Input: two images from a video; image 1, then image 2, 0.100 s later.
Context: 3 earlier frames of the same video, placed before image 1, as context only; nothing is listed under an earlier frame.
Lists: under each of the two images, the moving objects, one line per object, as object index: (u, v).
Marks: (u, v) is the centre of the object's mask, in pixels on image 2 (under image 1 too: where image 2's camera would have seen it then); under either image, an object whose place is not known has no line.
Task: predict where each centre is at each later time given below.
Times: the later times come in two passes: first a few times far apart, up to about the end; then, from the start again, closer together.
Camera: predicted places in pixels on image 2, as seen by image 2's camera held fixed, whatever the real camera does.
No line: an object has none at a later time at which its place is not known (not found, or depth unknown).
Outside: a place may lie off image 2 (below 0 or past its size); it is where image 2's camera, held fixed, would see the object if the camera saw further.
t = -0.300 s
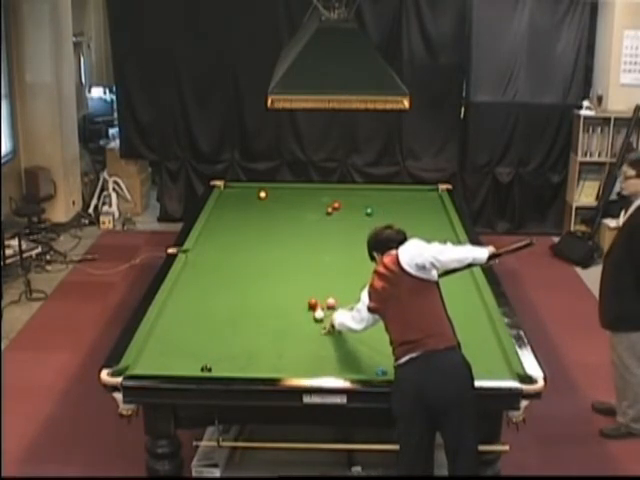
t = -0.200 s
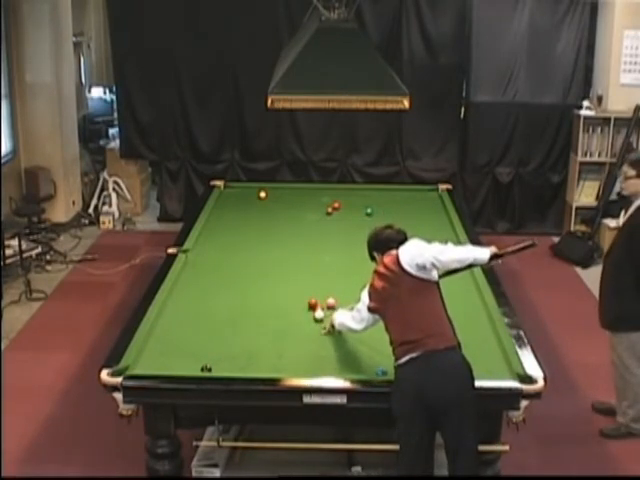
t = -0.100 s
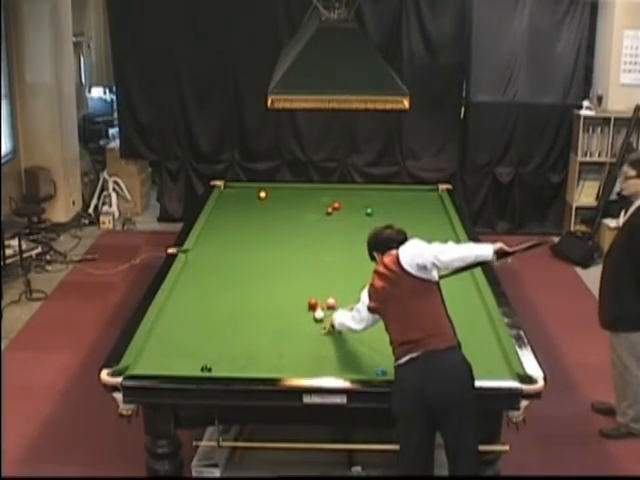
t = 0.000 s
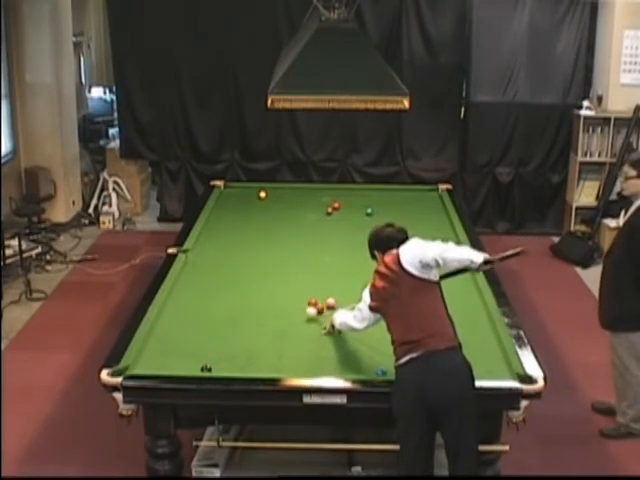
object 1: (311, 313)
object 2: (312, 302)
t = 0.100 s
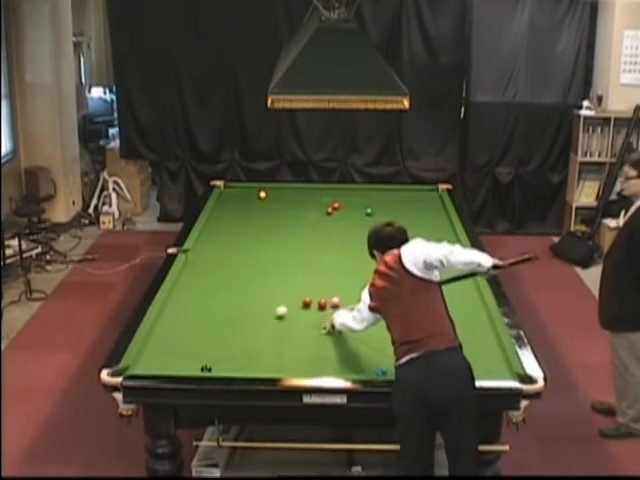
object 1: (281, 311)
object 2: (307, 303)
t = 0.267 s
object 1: (235, 310)
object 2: (296, 299)
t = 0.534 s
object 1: (177, 311)
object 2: (281, 294)
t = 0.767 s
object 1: (174, 319)
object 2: (268, 289)
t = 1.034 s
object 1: (193, 330)
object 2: (256, 284)
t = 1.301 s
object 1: (212, 341)
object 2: (244, 279)
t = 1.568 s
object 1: (232, 351)
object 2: (233, 276)
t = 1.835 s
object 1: (252, 362)
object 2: (224, 272)
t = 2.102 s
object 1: (272, 371)
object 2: (216, 269)
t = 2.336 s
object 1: (291, 367)
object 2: (209, 266)
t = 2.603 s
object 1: (311, 364)
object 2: (203, 263)
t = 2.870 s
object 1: (330, 359)
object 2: (197, 261)
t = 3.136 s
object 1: (348, 354)
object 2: (191, 260)
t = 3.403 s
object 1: (363, 350)
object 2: (190, 258)
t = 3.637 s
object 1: (376, 347)
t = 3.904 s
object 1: (389, 344)
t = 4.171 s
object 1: (400, 341)
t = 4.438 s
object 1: (410, 339)
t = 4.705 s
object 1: (418, 336)
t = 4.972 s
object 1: (424, 334)
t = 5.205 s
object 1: (429, 333)
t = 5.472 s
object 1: (434, 332)
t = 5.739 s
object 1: (437, 331)
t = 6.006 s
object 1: (439, 330)
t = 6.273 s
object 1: (440, 330)
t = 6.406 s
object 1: (440, 330)
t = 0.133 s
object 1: (271, 311)
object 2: (305, 302)
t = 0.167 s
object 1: (262, 311)
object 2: (303, 301)
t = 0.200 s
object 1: (253, 311)
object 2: (300, 300)
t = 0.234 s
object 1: (244, 310)
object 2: (298, 300)
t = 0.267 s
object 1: (235, 310)
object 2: (296, 299)
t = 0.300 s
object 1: (227, 310)
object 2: (294, 298)
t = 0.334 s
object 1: (219, 311)
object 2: (293, 298)
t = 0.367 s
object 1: (211, 310)
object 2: (291, 297)
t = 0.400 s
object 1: (204, 310)
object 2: (288, 297)
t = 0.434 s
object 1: (197, 311)
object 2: (286, 296)
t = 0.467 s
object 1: (190, 311)
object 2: (284, 295)
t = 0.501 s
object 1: (183, 311)
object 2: (283, 294)
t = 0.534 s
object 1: (177, 311)
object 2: (281, 294)
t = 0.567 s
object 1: (171, 312)
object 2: (279, 293)
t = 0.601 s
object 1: (165, 312)
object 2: (277, 293)
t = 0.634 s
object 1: (162, 313)
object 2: (275, 292)
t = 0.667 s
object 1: (165, 315)
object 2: (274, 291)
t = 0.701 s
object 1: (169, 316)
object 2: (272, 290)
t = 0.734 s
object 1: (172, 318)
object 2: (270, 289)
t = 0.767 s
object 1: (174, 319)
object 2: (268, 289)
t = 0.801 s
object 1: (176, 320)
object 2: (267, 288)
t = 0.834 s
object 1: (179, 322)
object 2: (265, 288)
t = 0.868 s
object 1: (181, 323)
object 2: (264, 287)
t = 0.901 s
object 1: (184, 325)
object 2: (262, 286)
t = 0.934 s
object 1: (186, 326)
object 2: (260, 286)
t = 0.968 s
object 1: (188, 327)
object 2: (259, 285)
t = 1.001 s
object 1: (191, 329)
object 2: (257, 285)
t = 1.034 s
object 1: (193, 330)
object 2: (256, 284)
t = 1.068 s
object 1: (195, 331)
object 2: (254, 283)
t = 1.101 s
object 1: (198, 332)
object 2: (253, 283)
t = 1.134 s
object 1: (200, 334)
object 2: (251, 282)
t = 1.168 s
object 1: (202, 335)
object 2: (250, 282)
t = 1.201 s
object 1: (205, 337)
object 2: (248, 281)
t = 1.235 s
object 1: (207, 338)
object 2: (247, 281)
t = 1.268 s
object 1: (210, 339)
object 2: (246, 280)
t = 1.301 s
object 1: (212, 341)
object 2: (244, 279)
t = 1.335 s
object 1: (215, 342)
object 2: (242, 279)
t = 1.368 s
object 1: (217, 343)
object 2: (241, 279)
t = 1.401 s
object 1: (219, 345)
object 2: (240, 279)
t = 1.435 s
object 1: (222, 346)
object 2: (239, 277)
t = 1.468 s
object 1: (224, 348)
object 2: (237, 277)
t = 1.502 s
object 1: (227, 349)
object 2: (236, 277)
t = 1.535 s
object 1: (229, 350)
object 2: (234, 276)
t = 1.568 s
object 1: (232, 351)
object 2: (233, 276)
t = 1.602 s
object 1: (234, 353)
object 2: (232, 275)
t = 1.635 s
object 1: (237, 354)
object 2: (231, 275)
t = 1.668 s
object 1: (239, 356)
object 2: (230, 274)
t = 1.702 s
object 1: (241, 357)
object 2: (228, 274)
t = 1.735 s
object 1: (244, 359)
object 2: (227, 273)
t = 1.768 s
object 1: (246, 360)
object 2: (226, 273)
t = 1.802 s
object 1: (249, 361)
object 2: (225, 272)
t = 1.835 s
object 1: (252, 362)
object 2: (224, 272)
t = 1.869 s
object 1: (254, 364)
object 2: (223, 271)
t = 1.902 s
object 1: (257, 365)
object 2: (222, 271)
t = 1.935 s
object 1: (259, 366)
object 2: (221, 271)
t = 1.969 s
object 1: (262, 367)
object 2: (220, 270)
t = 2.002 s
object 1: (264, 367)
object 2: (218, 269)
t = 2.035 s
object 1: (267, 369)
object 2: (218, 269)
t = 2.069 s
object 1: (270, 370)
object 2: (217, 269)
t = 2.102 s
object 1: (272, 371)
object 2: (216, 269)
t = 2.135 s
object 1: (275, 371)
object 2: (215, 268)
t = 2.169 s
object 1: (277, 370)
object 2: (214, 268)
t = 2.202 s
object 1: (280, 369)
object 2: (213, 268)
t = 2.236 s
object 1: (283, 369)
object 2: (212, 267)
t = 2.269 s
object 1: (286, 368)
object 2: (211, 267)
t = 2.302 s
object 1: (288, 368)
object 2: (210, 266)
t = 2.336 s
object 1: (291, 367)
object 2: (209, 266)
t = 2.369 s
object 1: (294, 367)
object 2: (209, 266)
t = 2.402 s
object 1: (296, 367)
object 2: (208, 265)
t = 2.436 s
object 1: (299, 367)
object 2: (207, 265)
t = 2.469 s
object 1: (302, 366)
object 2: (206, 265)
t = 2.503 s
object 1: (304, 366)
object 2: (205, 264)
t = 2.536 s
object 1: (307, 365)
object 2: (204, 264)
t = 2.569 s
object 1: (309, 365)
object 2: (204, 264)
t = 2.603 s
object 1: (311, 364)
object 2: (203, 263)
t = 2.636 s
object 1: (314, 363)
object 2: (202, 263)
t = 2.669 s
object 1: (317, 362)
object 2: (201, 263)
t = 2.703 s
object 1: (319, 362)
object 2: (201, 263)
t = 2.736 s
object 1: (321, 361)
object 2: (200, 263)
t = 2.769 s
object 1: (323, 360)
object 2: (199, 262)
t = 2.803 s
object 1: (326, 360)
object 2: (199, 262)
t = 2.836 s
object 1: (328, 360)
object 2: (198, 261)
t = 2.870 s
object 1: (330, 359)
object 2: (197, 261)
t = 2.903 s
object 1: (333, 359)
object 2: (196, 261)
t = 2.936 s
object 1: (335, 358)
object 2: (195, 261)
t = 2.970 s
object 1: (337, 358)
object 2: (195, 261)
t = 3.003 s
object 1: (340, 357)
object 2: (194, 260)
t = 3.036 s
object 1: (342, 356)
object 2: (194, 260)
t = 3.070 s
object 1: (344, 356)
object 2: (193, 260)
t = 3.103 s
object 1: (346, 355)
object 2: (193, 260)
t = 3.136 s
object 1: (348, 354)
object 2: (191, 260)
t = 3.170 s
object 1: (350, 354)
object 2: (191, 259)
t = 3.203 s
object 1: (352, 353)
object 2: (191, 258)
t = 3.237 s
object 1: (354, 353)
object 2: (190, 258)
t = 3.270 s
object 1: (356, 352)
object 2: (190, 258)
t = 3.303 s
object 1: (358, 352)
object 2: (190, 258)
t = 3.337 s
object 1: (360, 351)
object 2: (190, 258)
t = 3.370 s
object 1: (362, 351)
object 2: (190, 258)
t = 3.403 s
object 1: (363, 350)
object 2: (190, 258)
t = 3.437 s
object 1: (365, 350)
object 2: (190, 257)
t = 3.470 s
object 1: (367, 349)
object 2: (191, 257)
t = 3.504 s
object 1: (369, 349)
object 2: (191, 257)
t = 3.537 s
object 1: (371, 349)
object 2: (190, 257)
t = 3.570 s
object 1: (373, 348)
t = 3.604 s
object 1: (374, 348)
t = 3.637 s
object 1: (376, 347)
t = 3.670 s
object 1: (377, 347)
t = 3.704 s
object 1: (379, 347)
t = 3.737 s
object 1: (381, 346)
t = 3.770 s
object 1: (383, 346)
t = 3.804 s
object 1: (384, 345)
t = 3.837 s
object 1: (386, 345)
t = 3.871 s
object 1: (387, 345)
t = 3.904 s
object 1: (389, 344)
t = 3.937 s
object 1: (390, 344)
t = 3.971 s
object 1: (392, 343)
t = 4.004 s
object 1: (393, 343)
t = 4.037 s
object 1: (394, 343)
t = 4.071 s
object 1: (396, 342)
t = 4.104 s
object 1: (397, 342)
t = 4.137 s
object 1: (399, 341)
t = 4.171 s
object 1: (400, 341)
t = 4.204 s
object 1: (401, 341)
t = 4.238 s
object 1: (403, 340)
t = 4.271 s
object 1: (404, 340)
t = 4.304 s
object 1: (405, 340)
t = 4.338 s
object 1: (406, 339)
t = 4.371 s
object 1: (408, 339)
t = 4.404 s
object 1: (409, 339)
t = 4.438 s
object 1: (410, 339)
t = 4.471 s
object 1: (411, 338)
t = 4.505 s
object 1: (412, 338)
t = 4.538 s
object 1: (413, 337)
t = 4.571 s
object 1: (414, 337)
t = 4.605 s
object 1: (415, 337)
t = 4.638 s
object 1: (416, 337)
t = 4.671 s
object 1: (417, 336)
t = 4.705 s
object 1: (418, 336)
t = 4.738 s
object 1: (419, 336)
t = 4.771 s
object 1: (420, 336)
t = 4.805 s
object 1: (420, 335)
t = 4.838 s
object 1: (421, 335)
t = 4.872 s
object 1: (422, 335)
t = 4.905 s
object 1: (423, 335)
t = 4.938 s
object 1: (424, 335)
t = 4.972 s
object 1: (424, 334)
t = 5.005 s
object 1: (425, 334)
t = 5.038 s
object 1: (426, 334)
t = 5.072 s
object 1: (427, 334)
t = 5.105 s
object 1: (427, 333)
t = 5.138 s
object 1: (428, 333)
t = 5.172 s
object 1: (429, 333)
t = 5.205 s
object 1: (429, 333)
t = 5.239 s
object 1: (430, 333)
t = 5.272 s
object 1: (431, 333)
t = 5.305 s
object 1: (431, 332)
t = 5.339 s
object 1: (432, 332)
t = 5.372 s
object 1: (432, 332)
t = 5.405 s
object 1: (433, 332)
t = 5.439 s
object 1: (433, 332)
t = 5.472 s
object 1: (434, 332)
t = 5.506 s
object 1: (434, 331)
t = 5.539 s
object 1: (435, 331)
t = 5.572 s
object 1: (435, 331)
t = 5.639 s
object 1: (436, 331)
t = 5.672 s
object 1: (437, 331)
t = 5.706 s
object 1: (437, 331)
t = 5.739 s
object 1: (437, 331)
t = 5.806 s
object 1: (437, 330)
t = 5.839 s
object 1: (438, 330)
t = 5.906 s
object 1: (438, 330)
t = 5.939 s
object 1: (438, 330)
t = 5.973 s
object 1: (439, 330)
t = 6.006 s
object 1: (439, 330)
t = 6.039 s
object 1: (439, 330)
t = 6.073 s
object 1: (439, 330)
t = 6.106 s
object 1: (439, 330)
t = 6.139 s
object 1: (439, 330)
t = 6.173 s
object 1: (440, 330)
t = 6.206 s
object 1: (440, 330)
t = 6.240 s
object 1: (440, 330)
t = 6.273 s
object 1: (440, 330)
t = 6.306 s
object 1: (440, 330)
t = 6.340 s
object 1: (440, 330)
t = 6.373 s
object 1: (440, 330)
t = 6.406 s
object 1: (440, 330)
